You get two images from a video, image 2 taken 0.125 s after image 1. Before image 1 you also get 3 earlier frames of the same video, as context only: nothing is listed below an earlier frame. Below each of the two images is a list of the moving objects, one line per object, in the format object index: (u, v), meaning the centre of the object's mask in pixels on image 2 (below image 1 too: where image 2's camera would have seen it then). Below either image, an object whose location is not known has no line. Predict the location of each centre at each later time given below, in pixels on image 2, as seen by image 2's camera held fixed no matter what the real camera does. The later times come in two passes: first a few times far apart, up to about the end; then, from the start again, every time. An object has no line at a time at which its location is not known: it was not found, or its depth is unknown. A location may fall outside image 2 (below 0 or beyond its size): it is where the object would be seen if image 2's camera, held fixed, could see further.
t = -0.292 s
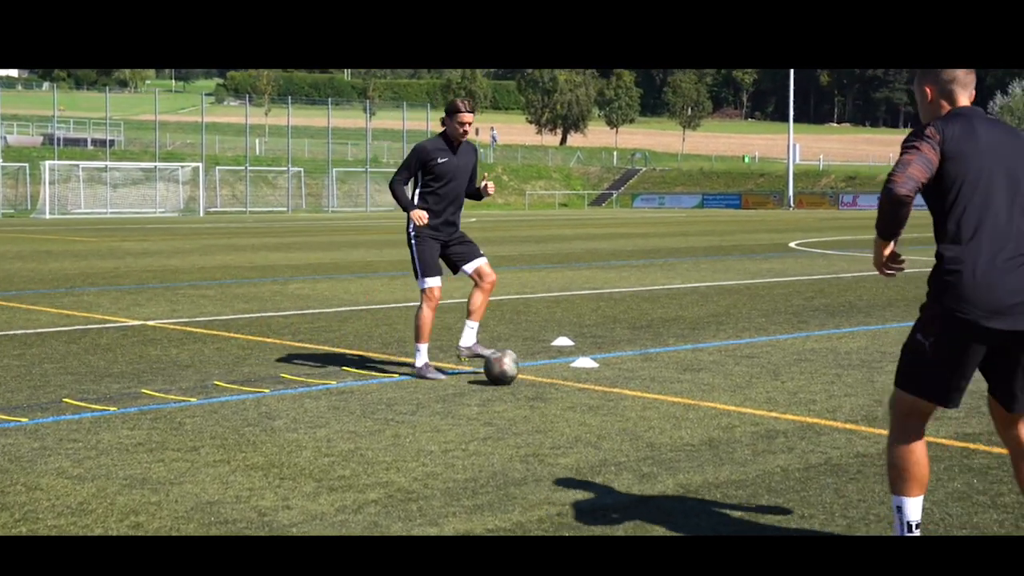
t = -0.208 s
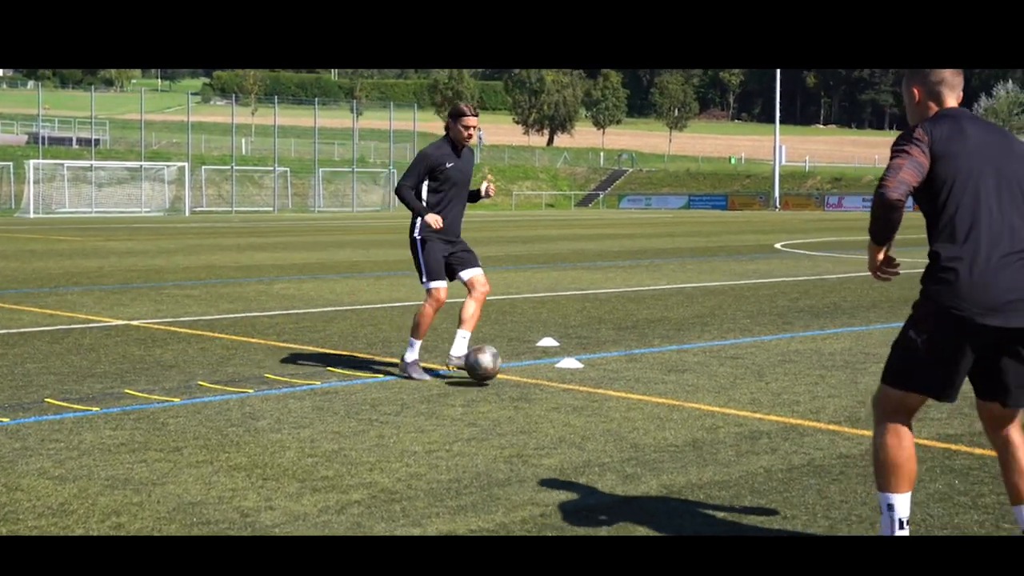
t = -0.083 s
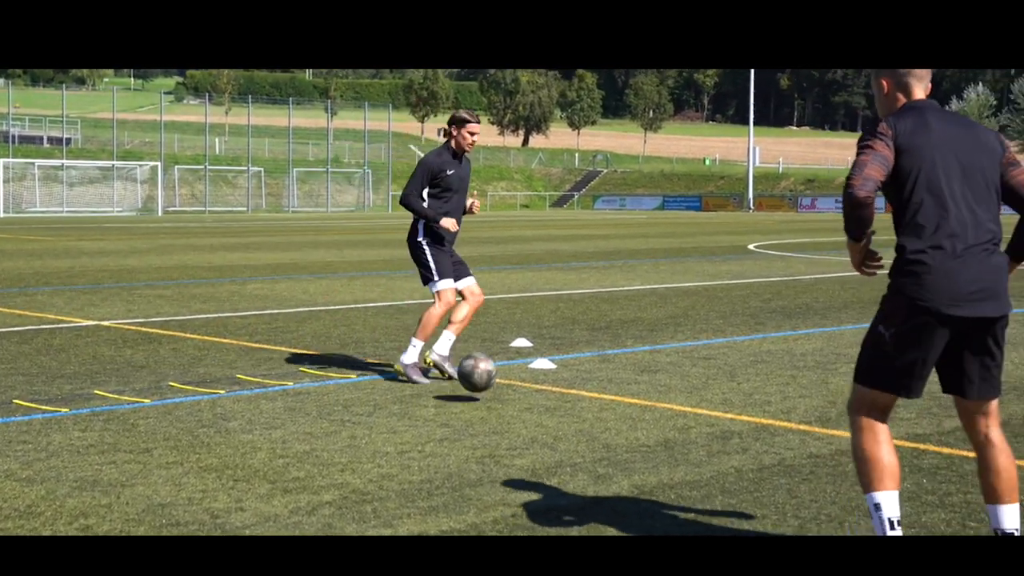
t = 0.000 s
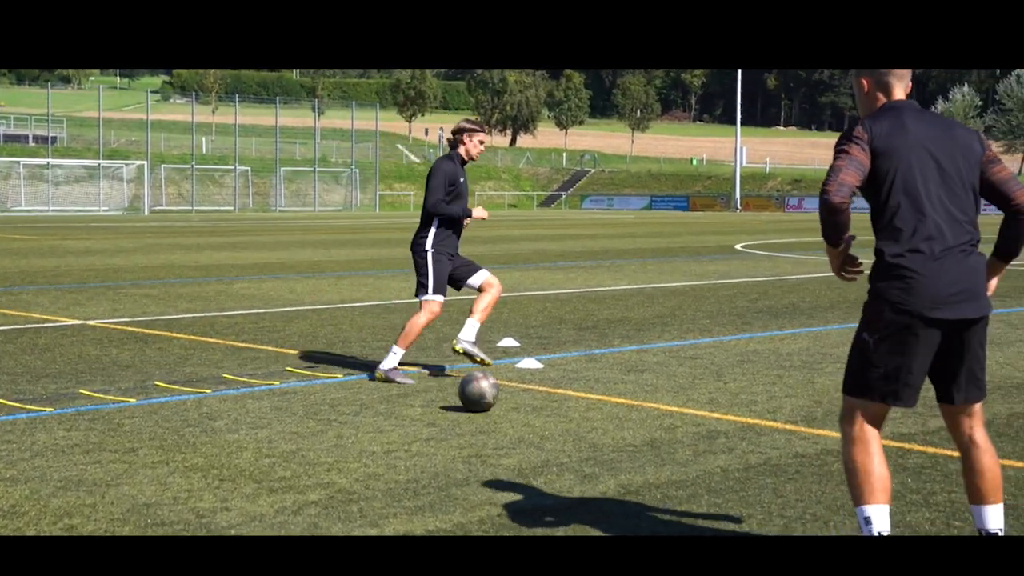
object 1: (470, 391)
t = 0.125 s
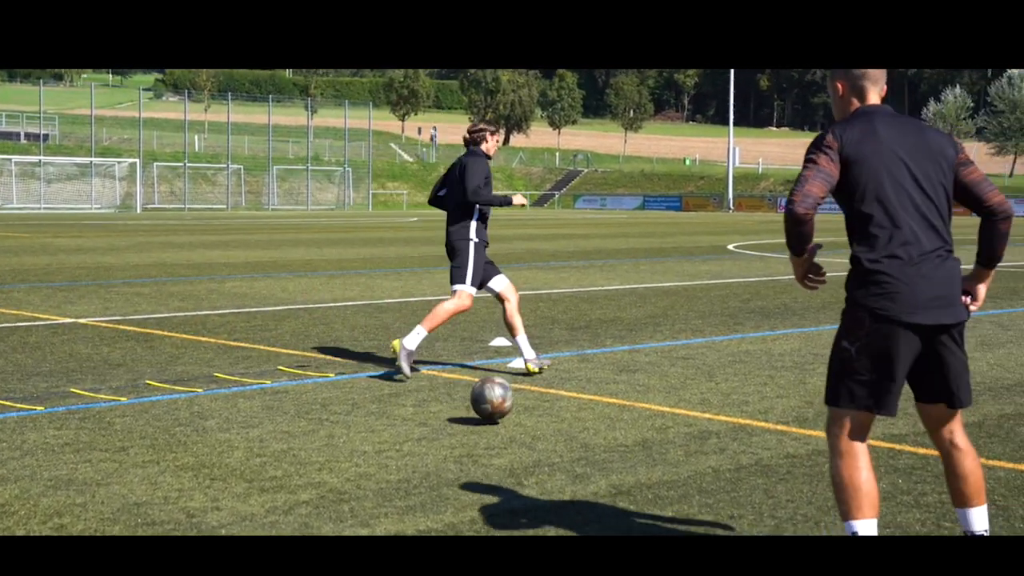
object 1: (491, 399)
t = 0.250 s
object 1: (515, 411)
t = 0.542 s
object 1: (577, 453)
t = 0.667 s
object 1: (607, 474)
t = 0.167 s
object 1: (500, 408)
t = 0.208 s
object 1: (507, 408)
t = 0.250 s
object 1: (515, 411)
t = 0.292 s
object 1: (524, 418)
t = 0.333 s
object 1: (532, 426)
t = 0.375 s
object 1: (540, 429)
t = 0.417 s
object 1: (549, 434)
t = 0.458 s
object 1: (558, 443)
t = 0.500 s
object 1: (567, 447)
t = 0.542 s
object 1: (577, 453)
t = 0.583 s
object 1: (587, 460)
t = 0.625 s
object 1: (597, 465)
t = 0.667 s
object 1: (607, 474)
